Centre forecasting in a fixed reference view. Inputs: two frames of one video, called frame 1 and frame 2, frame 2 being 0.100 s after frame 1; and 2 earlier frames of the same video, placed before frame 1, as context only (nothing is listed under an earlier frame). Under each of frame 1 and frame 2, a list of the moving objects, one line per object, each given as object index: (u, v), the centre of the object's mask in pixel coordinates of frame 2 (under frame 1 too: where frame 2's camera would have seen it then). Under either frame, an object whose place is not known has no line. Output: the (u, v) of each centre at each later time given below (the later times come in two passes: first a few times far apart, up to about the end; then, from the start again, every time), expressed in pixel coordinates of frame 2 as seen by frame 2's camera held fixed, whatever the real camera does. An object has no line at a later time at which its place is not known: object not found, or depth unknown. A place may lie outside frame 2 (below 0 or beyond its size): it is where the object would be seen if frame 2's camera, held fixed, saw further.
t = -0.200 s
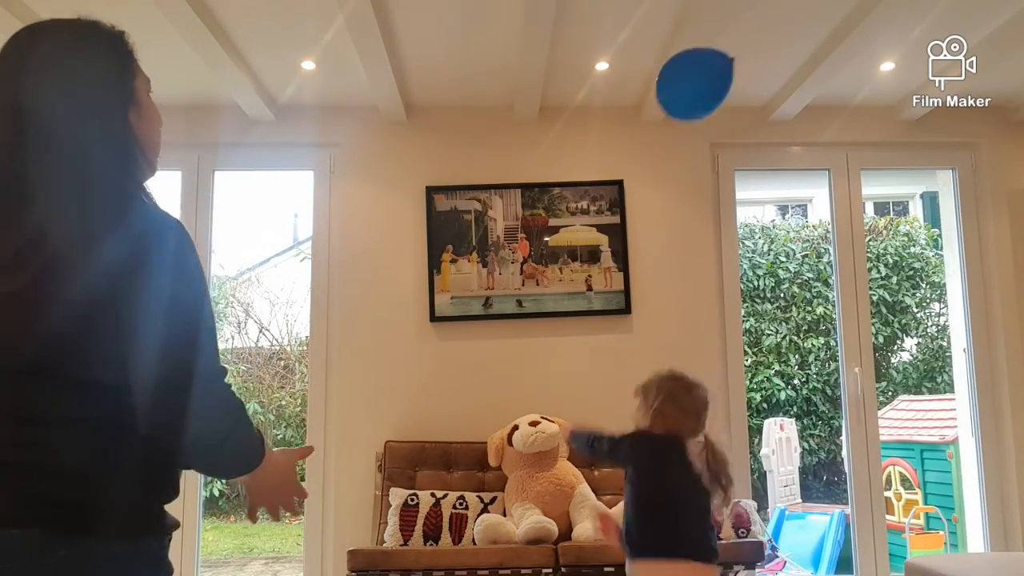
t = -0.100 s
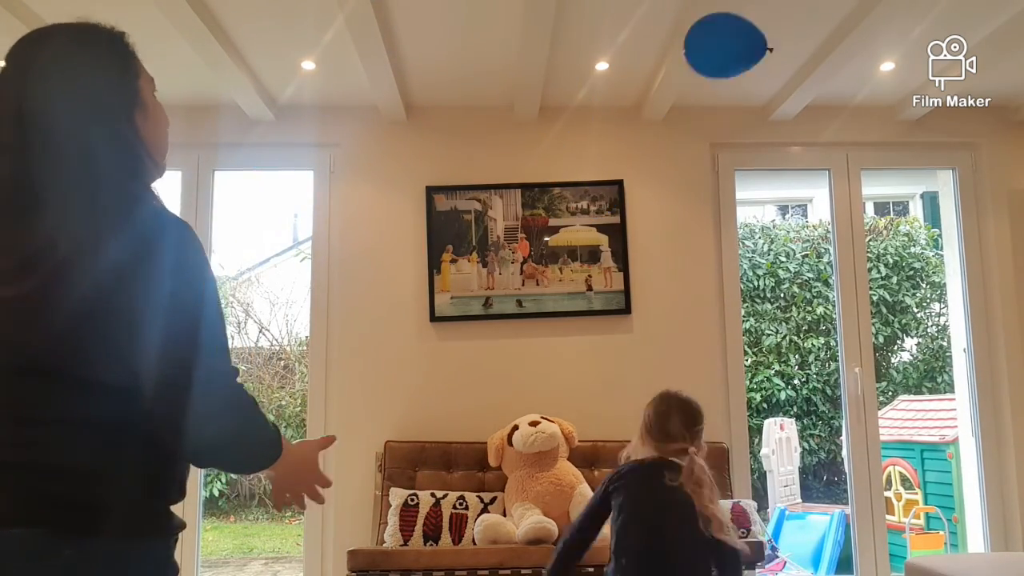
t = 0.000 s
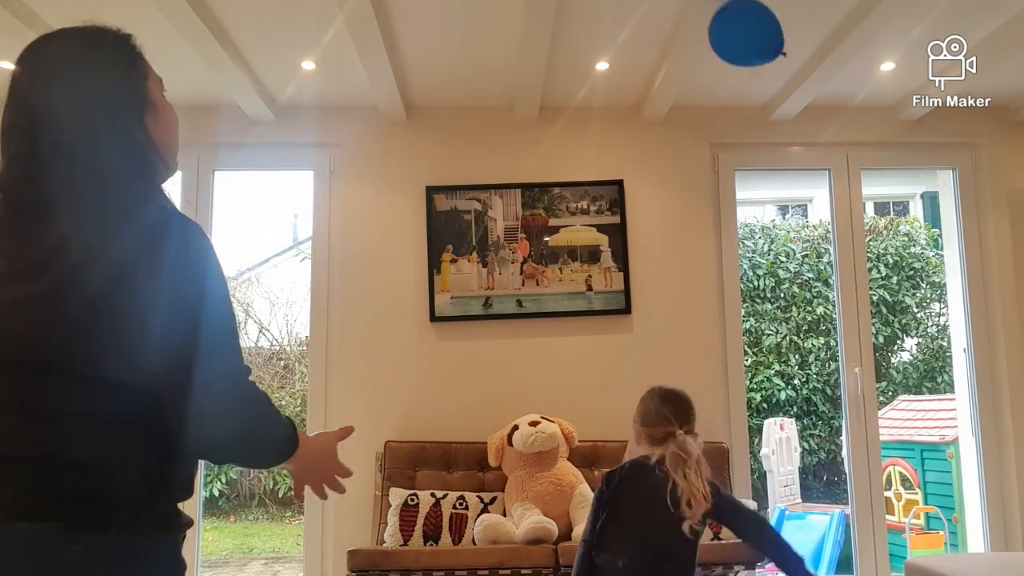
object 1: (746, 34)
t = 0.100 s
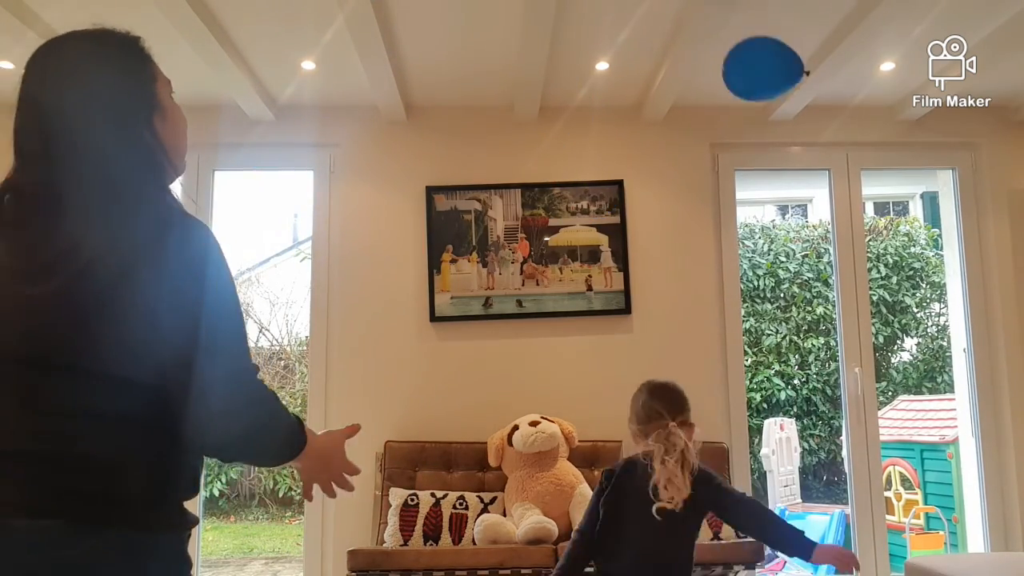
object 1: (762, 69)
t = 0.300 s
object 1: (783, 135)
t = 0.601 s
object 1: (810, 243)
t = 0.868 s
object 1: (841, 357)
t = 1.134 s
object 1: (855, 472)
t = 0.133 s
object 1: (766, 80)
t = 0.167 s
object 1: (771, 91)
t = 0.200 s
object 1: (774, 102)
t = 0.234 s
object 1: (777, 113)
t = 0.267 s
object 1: (780, 124)
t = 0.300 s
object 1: (783, 135)
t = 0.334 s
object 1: (786, 145)
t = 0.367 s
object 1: (788, 157)
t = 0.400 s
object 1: (791, 168)
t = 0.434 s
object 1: (794, 180)
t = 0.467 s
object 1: (797, 192)
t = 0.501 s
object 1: (800, 204)
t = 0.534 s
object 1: (803, 216)
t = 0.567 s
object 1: (806, 229)
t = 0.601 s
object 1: (810, 243)
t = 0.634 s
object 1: (814, 256)
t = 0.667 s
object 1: (818, 270)
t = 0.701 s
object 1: (822, 284)
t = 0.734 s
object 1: (826, 299)
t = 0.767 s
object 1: (830, 312)
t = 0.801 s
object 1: (834, 327)
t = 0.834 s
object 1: (838, 342)
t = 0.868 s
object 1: (841, 357)
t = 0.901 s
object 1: (844, 372)
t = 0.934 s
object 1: (847, 387)
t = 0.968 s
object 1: (850, 402)
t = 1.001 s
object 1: (852, 417)
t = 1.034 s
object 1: (853, 431)
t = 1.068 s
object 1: (854, 445)
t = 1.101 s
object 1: (855, 459)
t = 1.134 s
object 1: (855, 472)
